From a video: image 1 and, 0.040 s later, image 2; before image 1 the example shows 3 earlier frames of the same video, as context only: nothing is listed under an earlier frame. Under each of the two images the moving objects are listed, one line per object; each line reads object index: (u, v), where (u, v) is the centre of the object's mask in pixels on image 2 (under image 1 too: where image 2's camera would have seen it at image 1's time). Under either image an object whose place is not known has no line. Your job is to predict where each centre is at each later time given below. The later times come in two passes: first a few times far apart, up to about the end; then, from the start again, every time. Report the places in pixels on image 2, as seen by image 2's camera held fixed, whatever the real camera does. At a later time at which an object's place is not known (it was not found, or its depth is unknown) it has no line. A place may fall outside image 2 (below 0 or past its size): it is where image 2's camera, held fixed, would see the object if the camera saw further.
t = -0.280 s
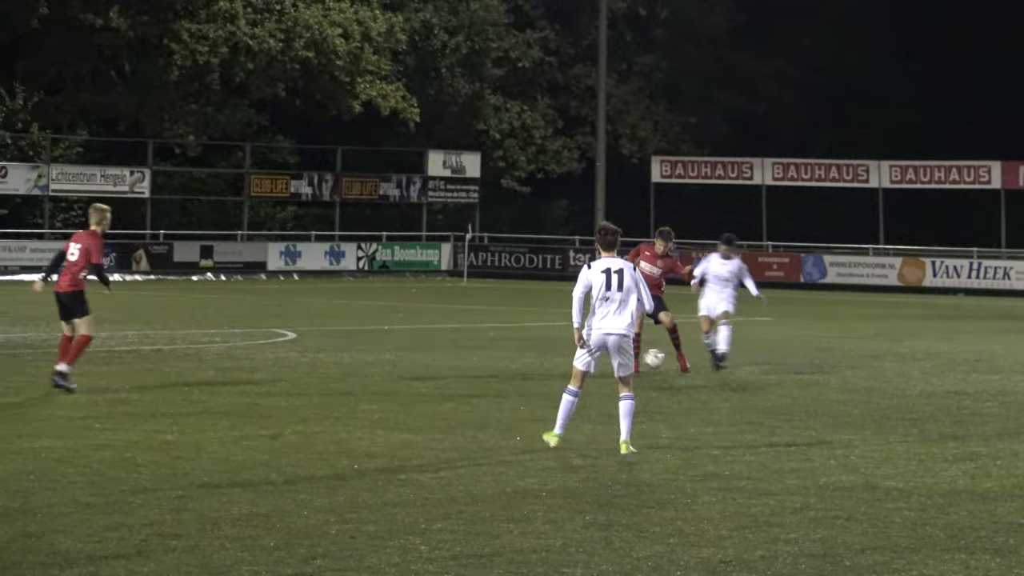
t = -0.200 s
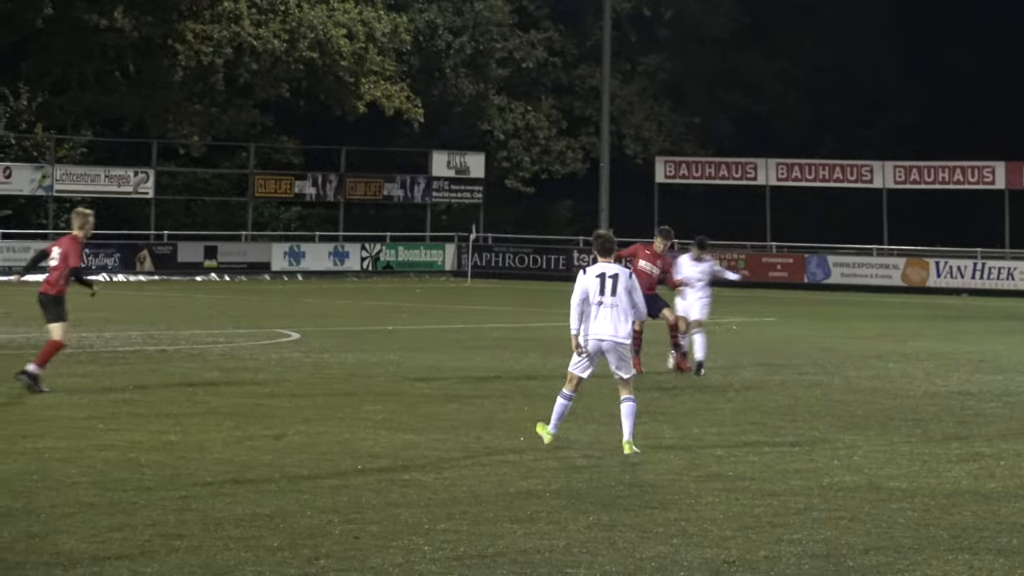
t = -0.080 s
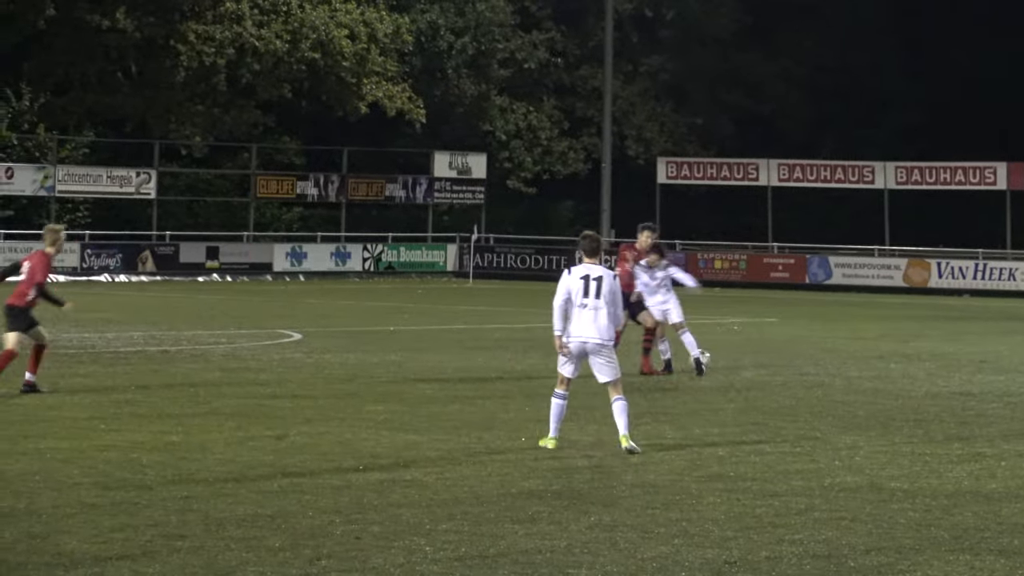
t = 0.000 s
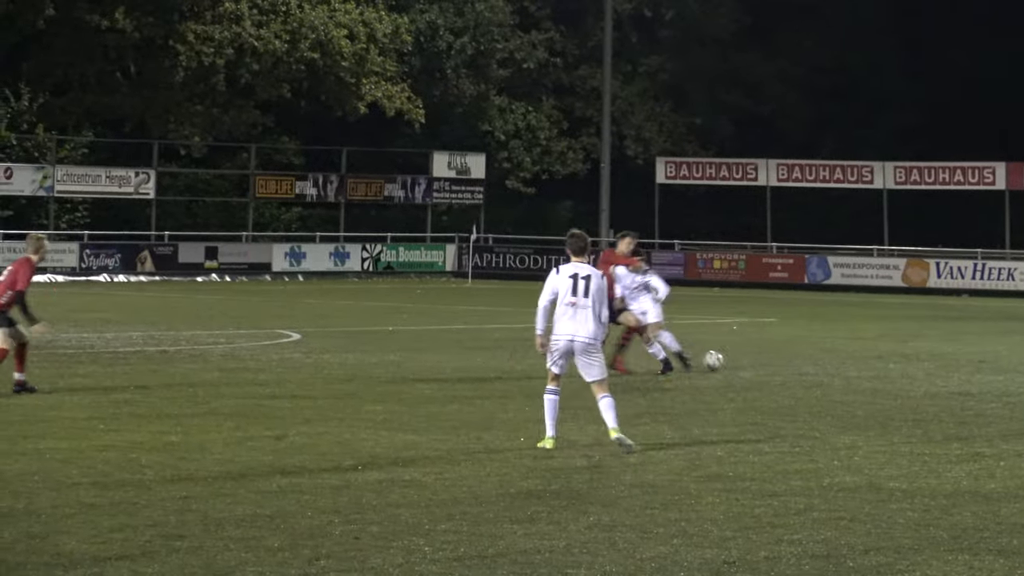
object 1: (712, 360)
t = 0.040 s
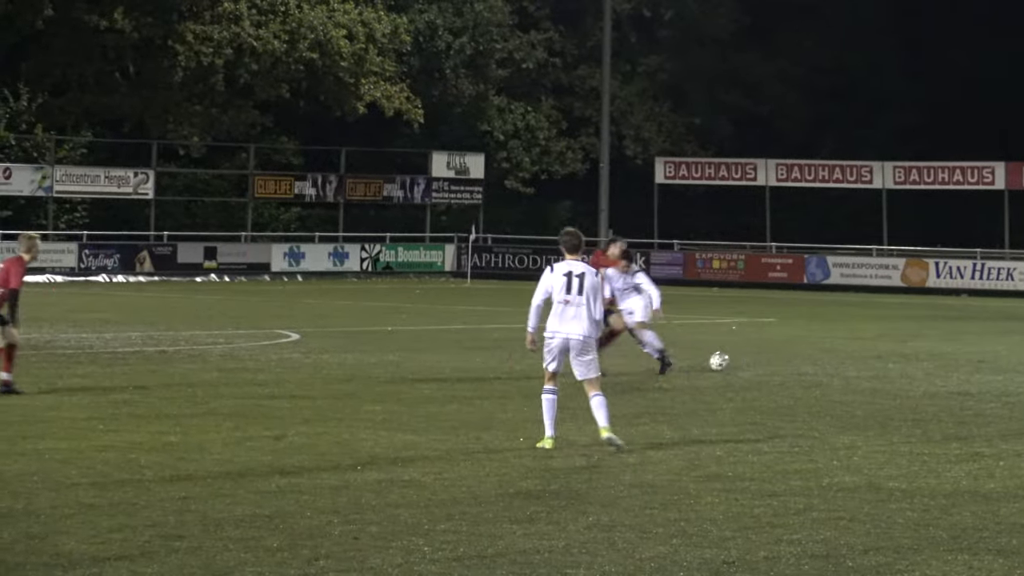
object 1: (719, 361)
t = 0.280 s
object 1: (748, 360)
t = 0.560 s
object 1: (771, 362)
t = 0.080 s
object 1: (724, 359)
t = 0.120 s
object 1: (730, 359)
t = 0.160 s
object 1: (735, 360)
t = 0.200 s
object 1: (740, 361)
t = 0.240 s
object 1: (744, 360)
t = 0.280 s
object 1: (748, 360)
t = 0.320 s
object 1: (752, 361)
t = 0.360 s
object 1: (755, 361)
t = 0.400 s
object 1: (759, 360)
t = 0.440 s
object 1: (762, 361)
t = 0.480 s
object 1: (765, 361)
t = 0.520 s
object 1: (769, 361)
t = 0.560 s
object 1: (771, 362)
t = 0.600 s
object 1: (774, 361)
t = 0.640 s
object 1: (777, 361)
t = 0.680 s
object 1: (781, 362)
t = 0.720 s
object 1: (783, 362)
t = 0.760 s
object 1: (786, 362)
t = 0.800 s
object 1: (789, 362)
